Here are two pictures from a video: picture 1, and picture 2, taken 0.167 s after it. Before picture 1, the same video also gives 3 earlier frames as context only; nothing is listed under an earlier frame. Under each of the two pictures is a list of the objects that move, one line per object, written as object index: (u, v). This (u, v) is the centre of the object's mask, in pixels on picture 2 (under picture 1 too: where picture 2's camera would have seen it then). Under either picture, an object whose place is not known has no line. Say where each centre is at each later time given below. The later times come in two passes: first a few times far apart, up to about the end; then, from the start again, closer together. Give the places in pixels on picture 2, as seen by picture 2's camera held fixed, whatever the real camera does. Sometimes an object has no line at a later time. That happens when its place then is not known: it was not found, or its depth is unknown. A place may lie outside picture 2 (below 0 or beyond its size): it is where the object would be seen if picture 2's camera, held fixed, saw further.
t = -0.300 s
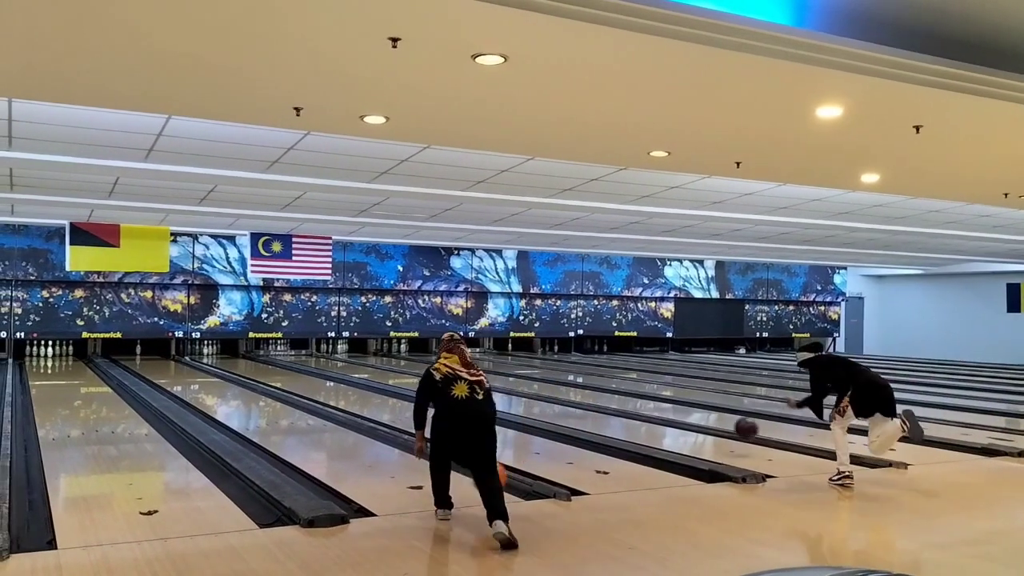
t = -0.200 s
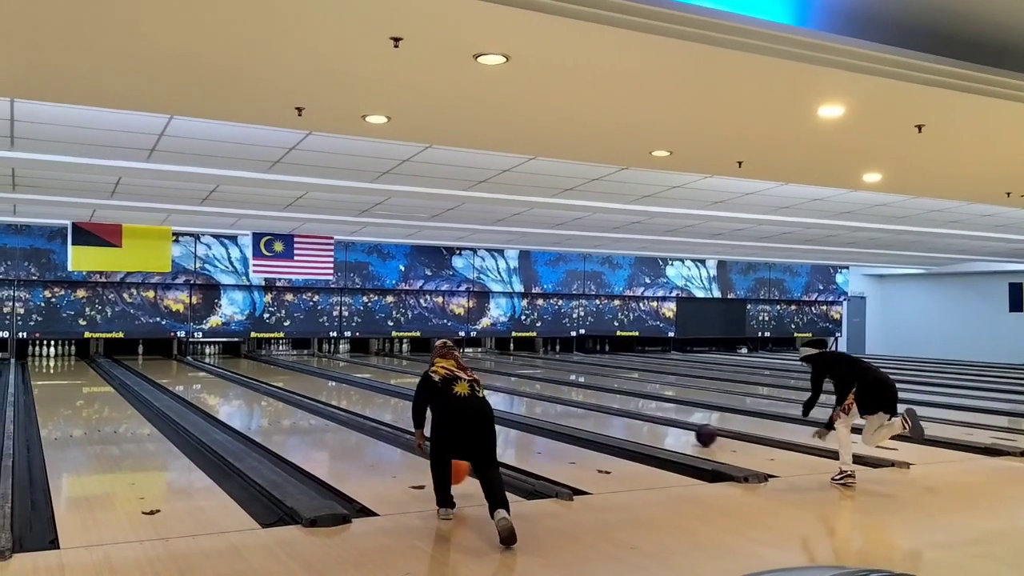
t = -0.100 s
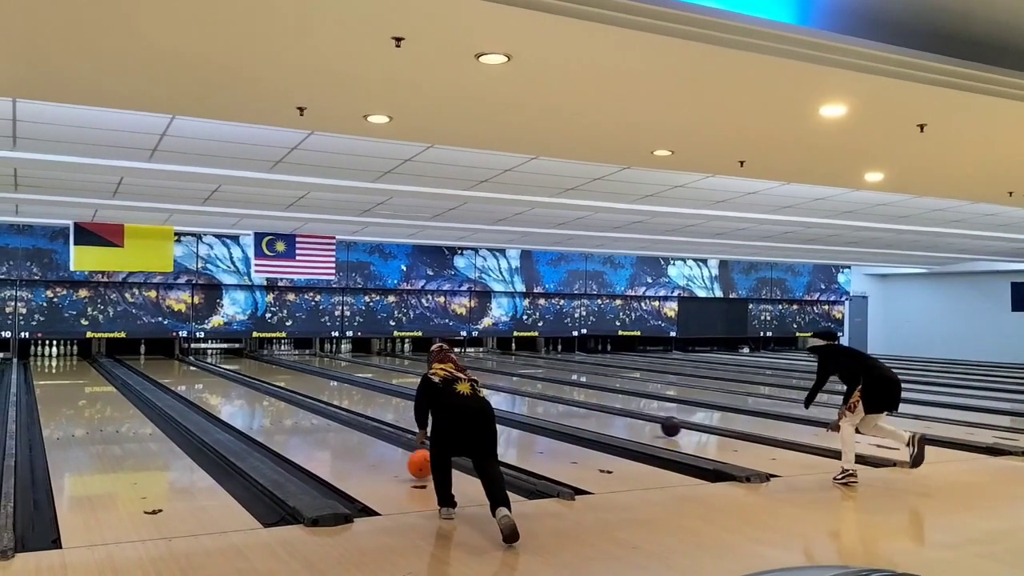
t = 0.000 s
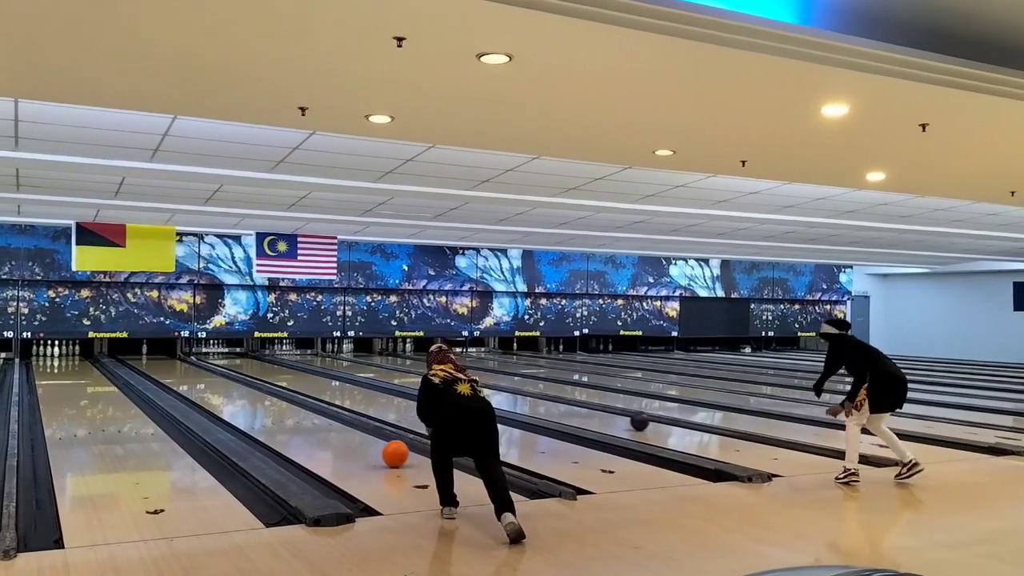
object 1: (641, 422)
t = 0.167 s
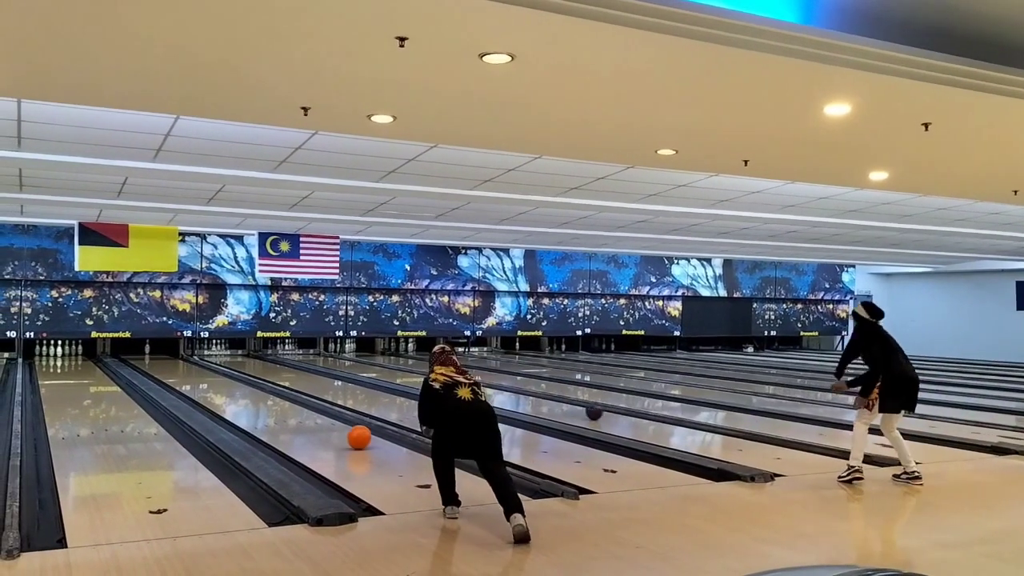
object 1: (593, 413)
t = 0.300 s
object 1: (561, 406)
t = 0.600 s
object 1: (500, 393)
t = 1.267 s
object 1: (406, 375)
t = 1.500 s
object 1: (381, 370)
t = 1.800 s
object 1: (352, 365)
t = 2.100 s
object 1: (328, 361)
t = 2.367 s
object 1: (313, 358)
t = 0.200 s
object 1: (585, 411)
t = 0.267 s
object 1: (568, 407)
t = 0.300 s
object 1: (561, 406)
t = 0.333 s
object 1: (553, 405)
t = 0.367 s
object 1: (546, 403)
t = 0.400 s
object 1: (539, 402)
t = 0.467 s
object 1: (525, 398)
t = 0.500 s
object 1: (518, 397)
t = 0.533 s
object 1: (512, 396)
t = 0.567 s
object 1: (506, 394)
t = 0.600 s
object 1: (500, 393)
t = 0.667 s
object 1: (487, 390)
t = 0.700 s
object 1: (484, 389)
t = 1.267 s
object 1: (406, 375)
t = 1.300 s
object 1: (402, 374)
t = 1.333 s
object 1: (399, 373)
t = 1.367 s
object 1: (395, 373)
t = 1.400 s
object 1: (392, 372)
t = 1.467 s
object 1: (385, 371)
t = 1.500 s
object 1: (381, 370)
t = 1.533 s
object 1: (375, 369)
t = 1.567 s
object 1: (372, 369)
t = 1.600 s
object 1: (370, 369)
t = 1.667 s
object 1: (363, 367)
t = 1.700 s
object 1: (360, 366)
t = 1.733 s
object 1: (357, 366)
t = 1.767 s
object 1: (355, 366)
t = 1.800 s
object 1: (352, 365)
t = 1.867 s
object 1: (347, 364)
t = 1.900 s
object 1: (343, 363)
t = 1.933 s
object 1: (341, 363)
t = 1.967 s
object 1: (338, 362)
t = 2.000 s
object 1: (336, 362)
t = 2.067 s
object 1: (331, 361)
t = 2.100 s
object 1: (328, 361)
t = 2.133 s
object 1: (327, 360)
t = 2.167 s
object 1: (325, 360)
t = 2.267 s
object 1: (318, 359)
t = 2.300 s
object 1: (316, 359)
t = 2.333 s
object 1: (314, 358)
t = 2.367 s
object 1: (313, 358)
